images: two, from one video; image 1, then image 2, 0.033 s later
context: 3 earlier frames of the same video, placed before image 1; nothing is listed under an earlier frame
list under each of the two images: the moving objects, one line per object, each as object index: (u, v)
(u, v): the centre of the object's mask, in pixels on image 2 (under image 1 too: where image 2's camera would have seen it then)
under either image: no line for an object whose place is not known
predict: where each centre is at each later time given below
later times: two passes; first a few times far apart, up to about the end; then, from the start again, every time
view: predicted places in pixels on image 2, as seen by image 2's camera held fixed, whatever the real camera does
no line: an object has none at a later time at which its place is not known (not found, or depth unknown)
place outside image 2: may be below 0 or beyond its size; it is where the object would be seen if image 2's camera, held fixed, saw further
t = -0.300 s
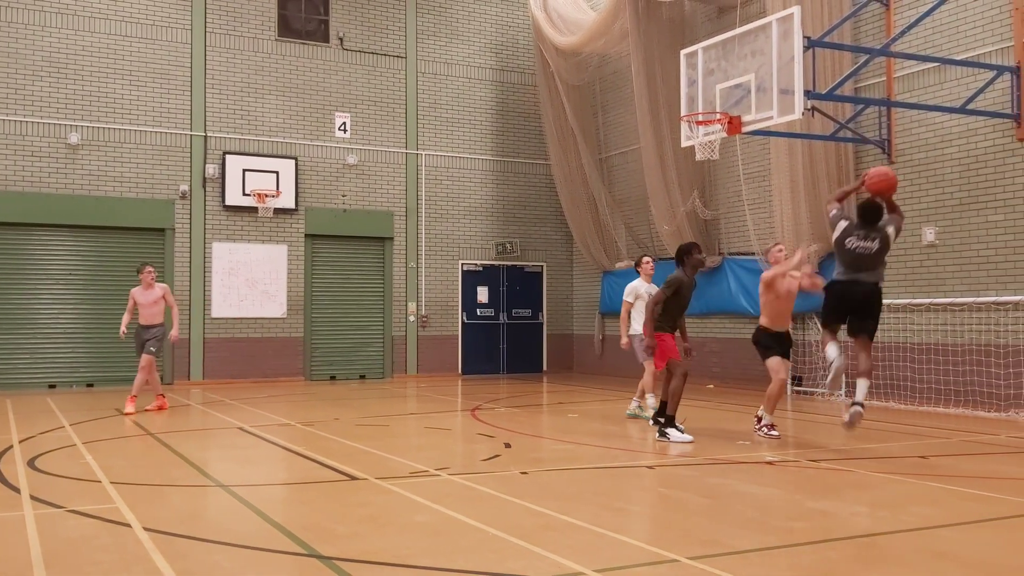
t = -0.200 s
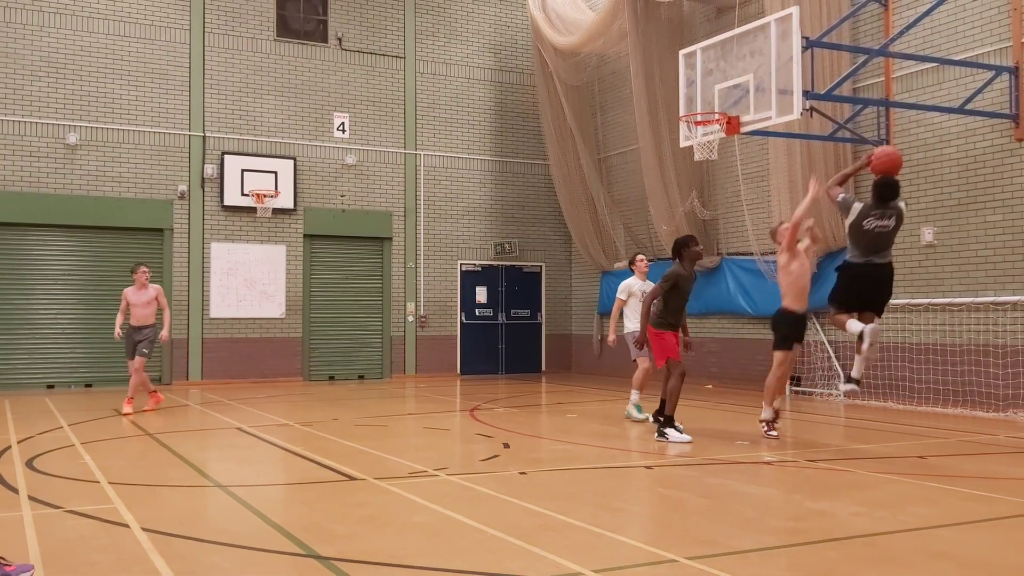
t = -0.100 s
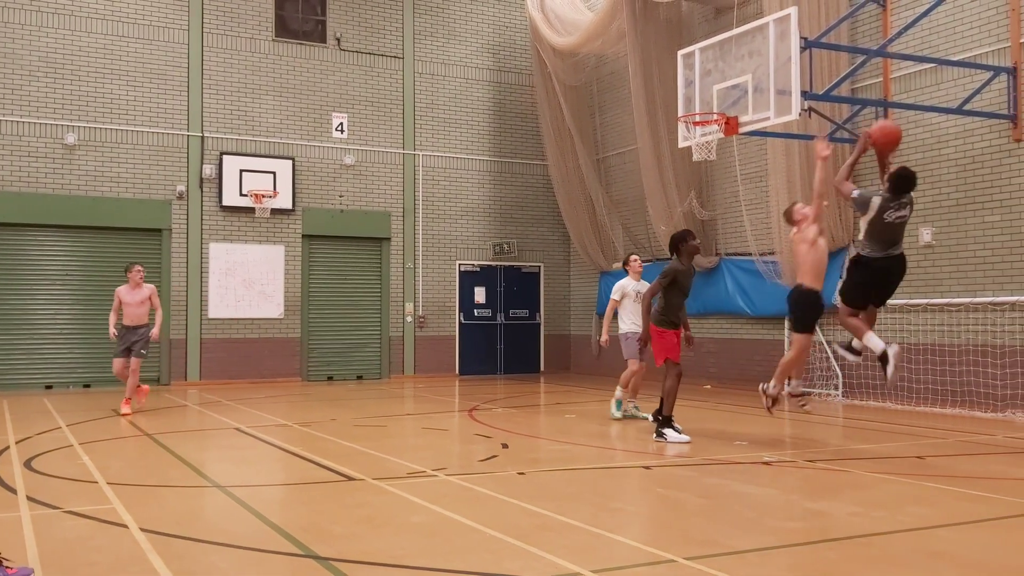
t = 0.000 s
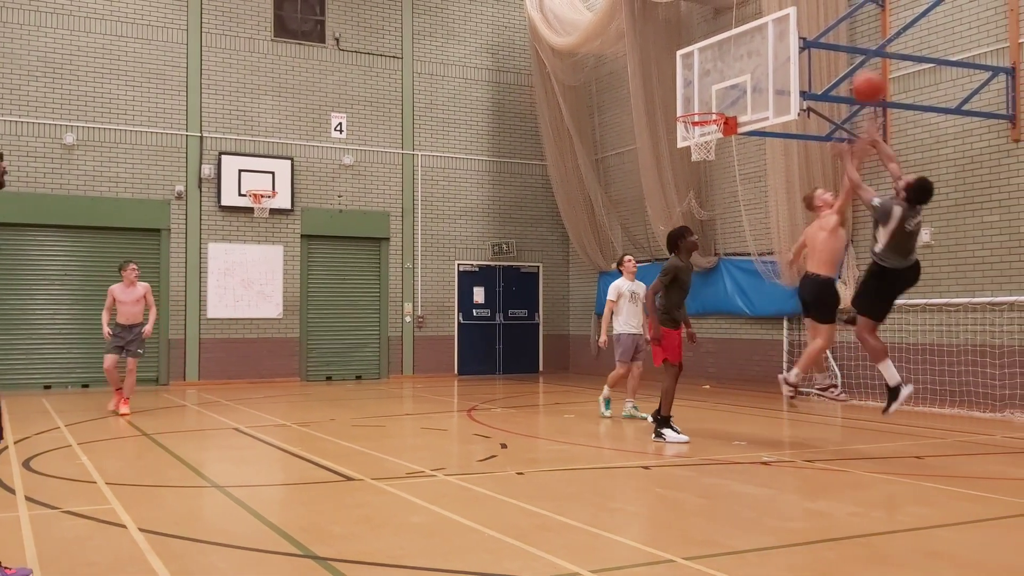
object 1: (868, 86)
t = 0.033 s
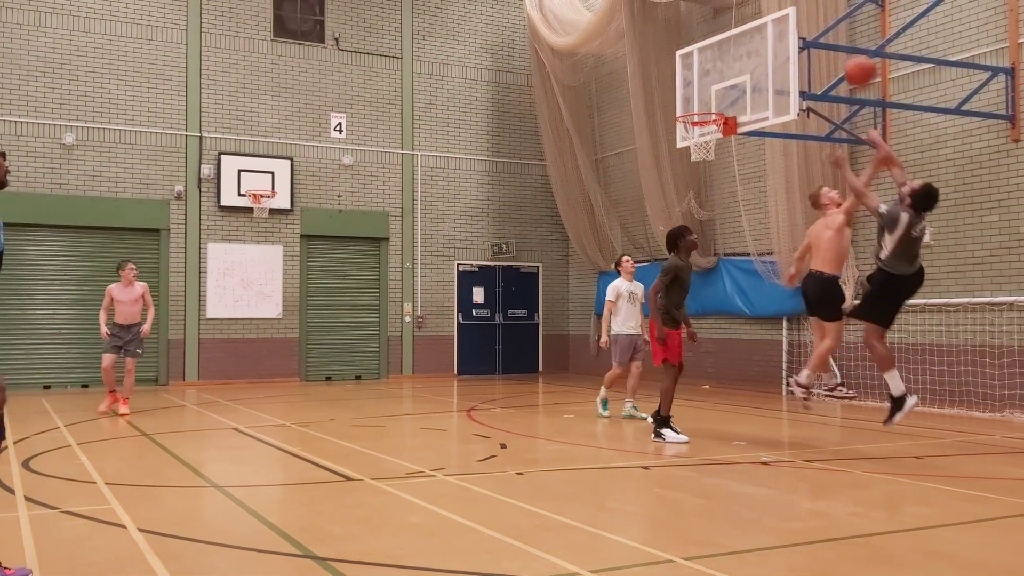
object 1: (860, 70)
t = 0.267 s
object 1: (812, 9)
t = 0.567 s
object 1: (762, 16)
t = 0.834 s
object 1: (726, 98)
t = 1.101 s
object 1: (717, 59)
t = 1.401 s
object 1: (709, 84)
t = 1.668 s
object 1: (695, 98)
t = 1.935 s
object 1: (668, 128)
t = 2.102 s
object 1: (654, 180)
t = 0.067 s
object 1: (853, 57)
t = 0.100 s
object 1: (845, 45)
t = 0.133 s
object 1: (839, 34)
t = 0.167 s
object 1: (832, 25)
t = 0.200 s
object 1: (825, 17)
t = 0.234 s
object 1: (819, 11)
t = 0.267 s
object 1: (812, 9)
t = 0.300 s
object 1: (807, 7)
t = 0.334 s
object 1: (801, 6)
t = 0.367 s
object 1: (795, 5)
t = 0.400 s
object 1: (789, 5)
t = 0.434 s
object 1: (783, 5)
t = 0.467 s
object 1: (778, 6)
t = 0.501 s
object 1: (773, 8)
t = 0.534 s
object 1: (768, 10)
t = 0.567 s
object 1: (762, 16)
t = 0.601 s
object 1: (758, 22)
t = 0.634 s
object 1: (753, 30)
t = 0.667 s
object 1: (748, 40)
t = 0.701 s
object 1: (743, 49)
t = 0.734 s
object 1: (739, 59)
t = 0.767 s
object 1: (734, 71)
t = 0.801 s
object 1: (730, 86)
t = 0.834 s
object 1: (726, 98)
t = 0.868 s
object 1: (724, 99)
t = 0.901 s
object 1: (722, 91)
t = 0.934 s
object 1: (721, 82)
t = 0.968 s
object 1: (720, 76)
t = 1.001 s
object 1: (719, 70)
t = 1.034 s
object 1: (718, 65)
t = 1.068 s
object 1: (717, 61)
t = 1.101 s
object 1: (717, 59)
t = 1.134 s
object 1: (716, 58)
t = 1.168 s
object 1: (715, 57)
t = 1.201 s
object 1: (714, 58)
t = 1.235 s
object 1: (713, 59)
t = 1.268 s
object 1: (712, 62)
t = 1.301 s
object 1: (711, 66)
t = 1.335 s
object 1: (710, 71)
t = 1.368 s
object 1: (709, 77)
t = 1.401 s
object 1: (709, 84)
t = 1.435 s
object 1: (708, 92)
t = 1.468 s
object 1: (707, 101)
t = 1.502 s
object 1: (706, 111)
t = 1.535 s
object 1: (705, 105)
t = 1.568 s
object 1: (705, 102)
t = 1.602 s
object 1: (703, 100)
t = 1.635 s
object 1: (699, 98)
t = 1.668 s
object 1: (695, 98)
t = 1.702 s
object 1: (692, 98)
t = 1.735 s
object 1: (689, 99)
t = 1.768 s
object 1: (686, 101)
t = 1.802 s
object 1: (682, 104)
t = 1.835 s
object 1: (679, 108)
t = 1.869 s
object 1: (675, 113)
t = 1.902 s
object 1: (670, 121)
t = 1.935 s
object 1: (668, 128)
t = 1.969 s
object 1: (666, 136)
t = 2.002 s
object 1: (663, 145)
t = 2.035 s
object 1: (660, 156)
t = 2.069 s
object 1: (657, 168)
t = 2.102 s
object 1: (654, 180)
